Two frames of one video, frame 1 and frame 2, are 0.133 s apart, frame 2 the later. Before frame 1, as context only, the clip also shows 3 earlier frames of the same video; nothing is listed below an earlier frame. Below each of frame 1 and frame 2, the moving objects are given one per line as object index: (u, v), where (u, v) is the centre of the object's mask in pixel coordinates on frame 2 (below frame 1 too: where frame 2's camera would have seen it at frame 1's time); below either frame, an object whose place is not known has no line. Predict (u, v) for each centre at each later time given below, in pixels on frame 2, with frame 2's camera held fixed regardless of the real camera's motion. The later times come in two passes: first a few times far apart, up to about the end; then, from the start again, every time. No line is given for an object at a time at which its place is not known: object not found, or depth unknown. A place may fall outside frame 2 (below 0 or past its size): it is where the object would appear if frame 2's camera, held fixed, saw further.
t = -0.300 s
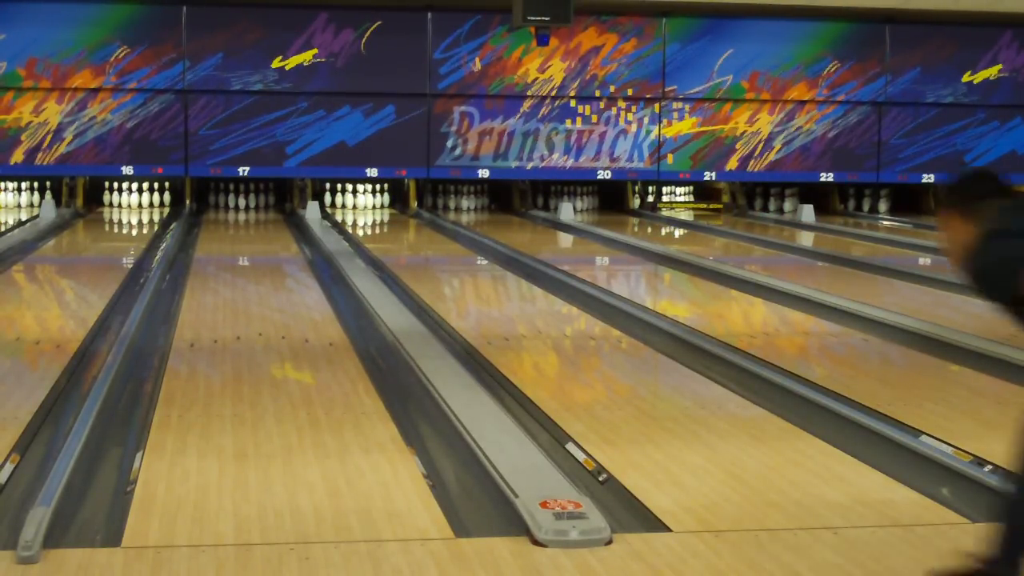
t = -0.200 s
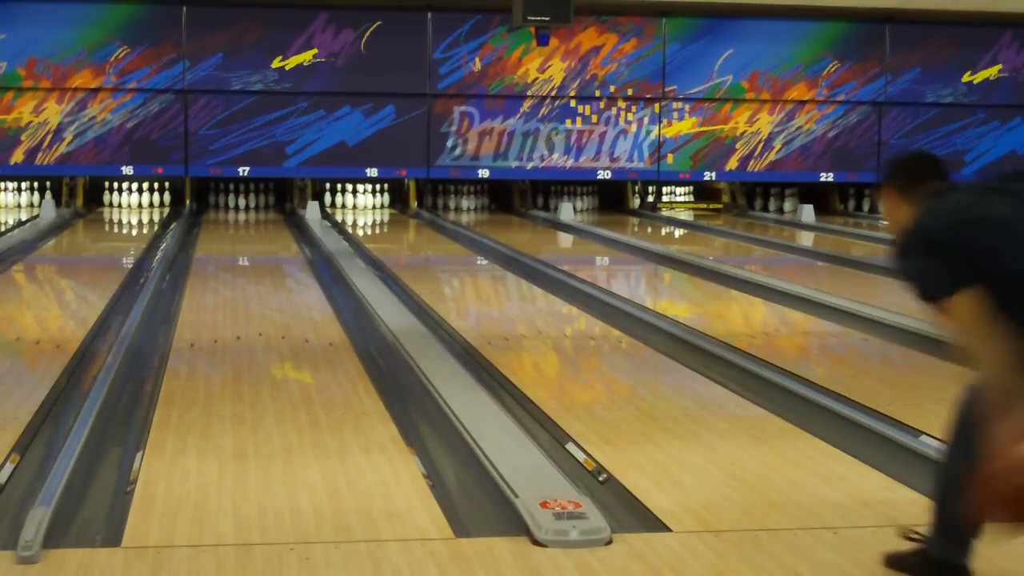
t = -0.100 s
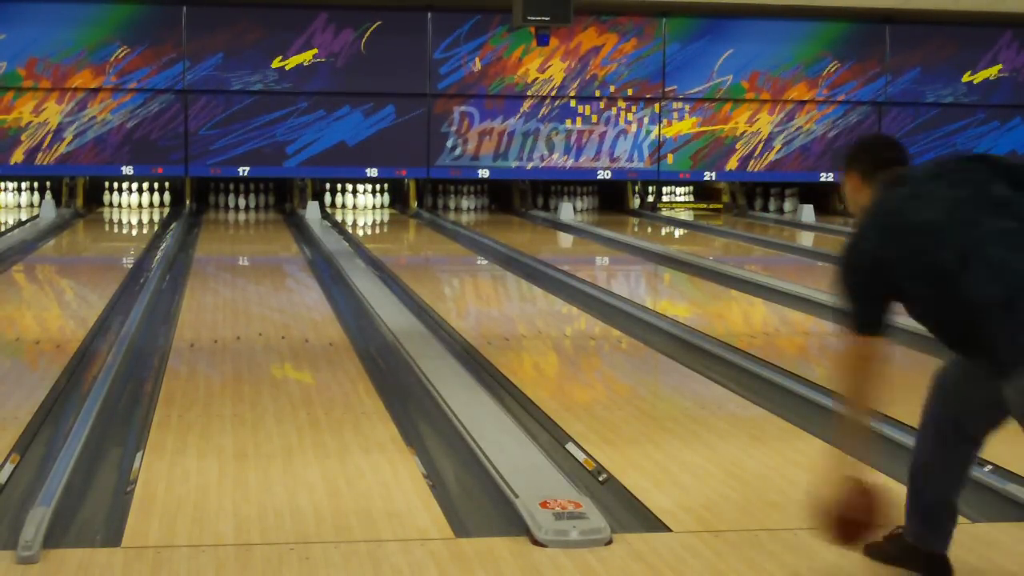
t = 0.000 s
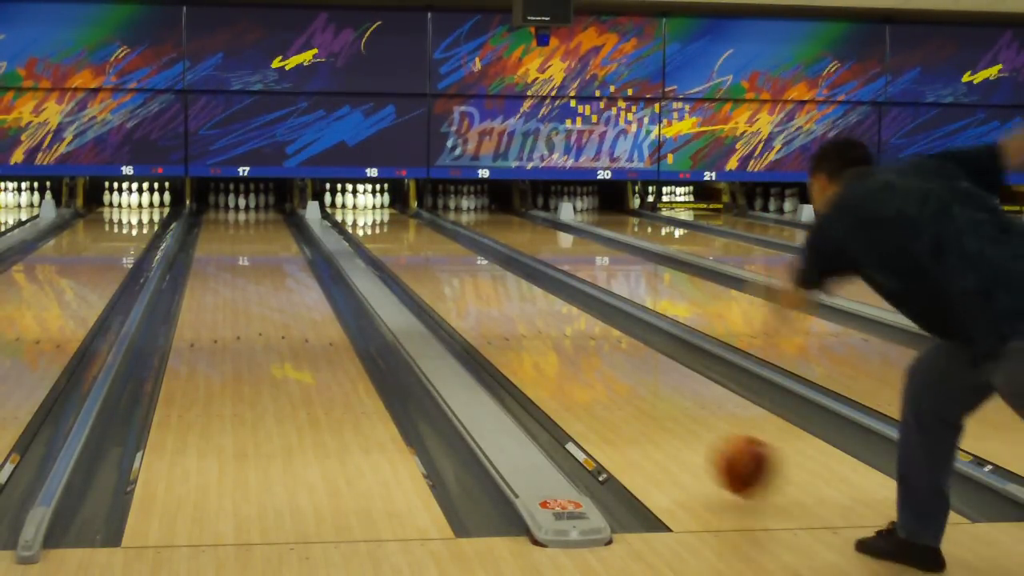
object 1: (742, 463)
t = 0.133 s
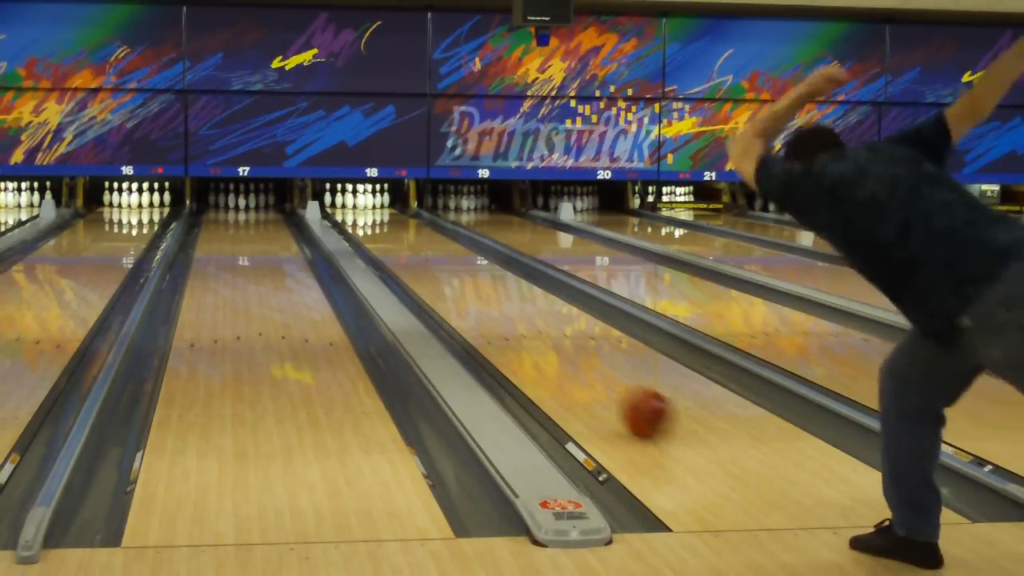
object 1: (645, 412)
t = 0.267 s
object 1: (578, 369)
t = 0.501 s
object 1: (500, 317)
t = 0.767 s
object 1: (443, 279)
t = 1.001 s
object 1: (411, 256)
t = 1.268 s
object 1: (386, 238)
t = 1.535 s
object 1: (369, 224)
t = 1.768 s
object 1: (361, 214)
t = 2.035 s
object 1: (358, 206)
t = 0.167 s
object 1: (625, 399)
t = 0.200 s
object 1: (608, 388)
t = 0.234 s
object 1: (593, 378)
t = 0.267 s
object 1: (578, 369)
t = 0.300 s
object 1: (565, 360)
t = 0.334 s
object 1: (551, 351)
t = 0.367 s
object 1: (539, 343)
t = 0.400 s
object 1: (528, 336)
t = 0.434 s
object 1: (518, 329)
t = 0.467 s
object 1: (509, 323)
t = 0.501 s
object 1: (500, 317)
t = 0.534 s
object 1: (491, 311)
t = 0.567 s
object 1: (483, 305)
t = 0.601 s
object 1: (475, 300)
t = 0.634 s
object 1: (468, 295)
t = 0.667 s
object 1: (462, 291)
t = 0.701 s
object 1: (455, 287)
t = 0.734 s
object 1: (449, 283)
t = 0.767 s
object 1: (443, 279)
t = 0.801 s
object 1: (438, 275)
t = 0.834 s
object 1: (433, 271)
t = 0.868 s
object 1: (428, 268)
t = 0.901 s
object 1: (424, 265)
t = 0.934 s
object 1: (419, 262)
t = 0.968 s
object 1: (415, 259)
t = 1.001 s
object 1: (411, 256)
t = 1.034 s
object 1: (408, 254)
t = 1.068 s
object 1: (404, 252)
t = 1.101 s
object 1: (400, 249)
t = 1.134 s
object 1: (397, 247)
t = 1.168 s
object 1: (394, 245)
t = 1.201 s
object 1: (391, 242)
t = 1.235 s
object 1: (388, 240)
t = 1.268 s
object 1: (386, 238)
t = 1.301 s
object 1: (384, 236)
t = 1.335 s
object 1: (381, 233)
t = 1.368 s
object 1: (379, 232)
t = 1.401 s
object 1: (377, 230)
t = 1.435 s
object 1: (375, 229)
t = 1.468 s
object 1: (373, 227)
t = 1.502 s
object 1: (372, 225)
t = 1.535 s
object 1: (369, 224)
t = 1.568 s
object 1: (368, 223)
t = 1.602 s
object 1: (366, 221)
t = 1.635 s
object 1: (366, 220)
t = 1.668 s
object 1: (364, 218)
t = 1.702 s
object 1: (363, 217)
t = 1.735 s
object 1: (362, 216)
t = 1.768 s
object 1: (361, 214)
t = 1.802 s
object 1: (360, 213)
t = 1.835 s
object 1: (359, 212)
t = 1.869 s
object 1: (359, 211)
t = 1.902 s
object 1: (359, 210)
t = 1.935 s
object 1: (358, 209)
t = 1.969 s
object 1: (358, 208)
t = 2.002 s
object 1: (358, 207)
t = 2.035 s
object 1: (358, 206)
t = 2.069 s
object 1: (358, 205)
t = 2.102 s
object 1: (357, 205)
